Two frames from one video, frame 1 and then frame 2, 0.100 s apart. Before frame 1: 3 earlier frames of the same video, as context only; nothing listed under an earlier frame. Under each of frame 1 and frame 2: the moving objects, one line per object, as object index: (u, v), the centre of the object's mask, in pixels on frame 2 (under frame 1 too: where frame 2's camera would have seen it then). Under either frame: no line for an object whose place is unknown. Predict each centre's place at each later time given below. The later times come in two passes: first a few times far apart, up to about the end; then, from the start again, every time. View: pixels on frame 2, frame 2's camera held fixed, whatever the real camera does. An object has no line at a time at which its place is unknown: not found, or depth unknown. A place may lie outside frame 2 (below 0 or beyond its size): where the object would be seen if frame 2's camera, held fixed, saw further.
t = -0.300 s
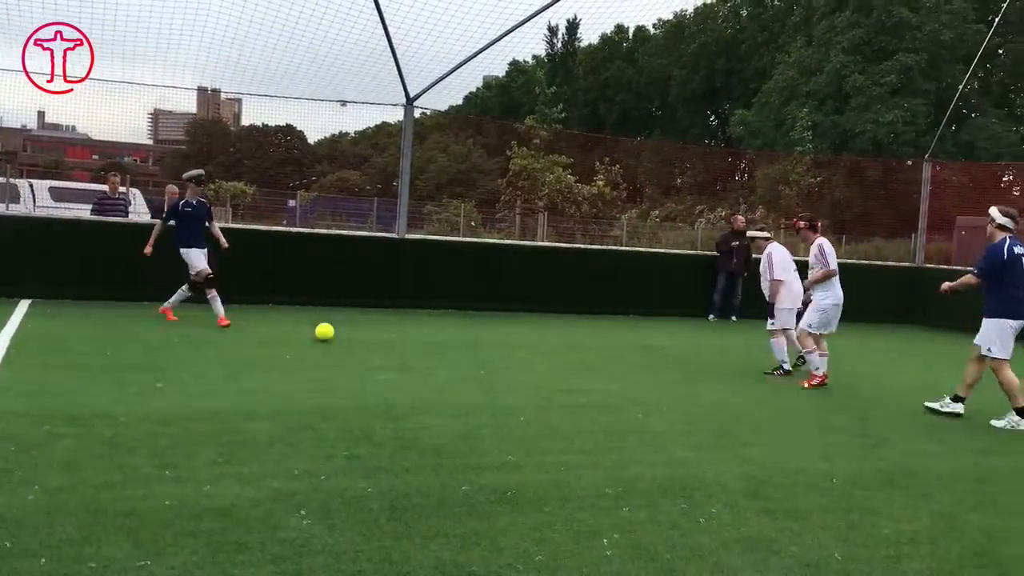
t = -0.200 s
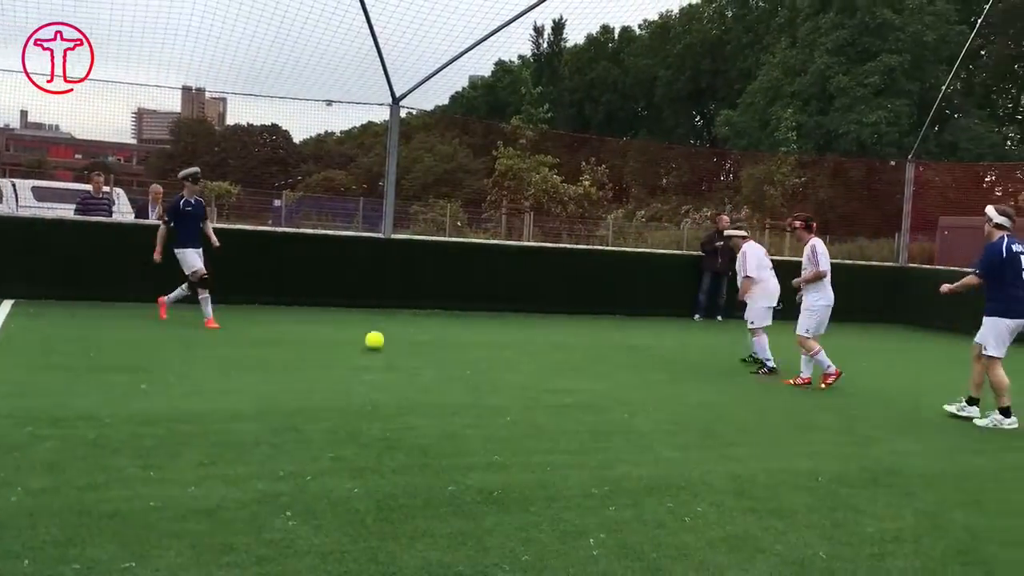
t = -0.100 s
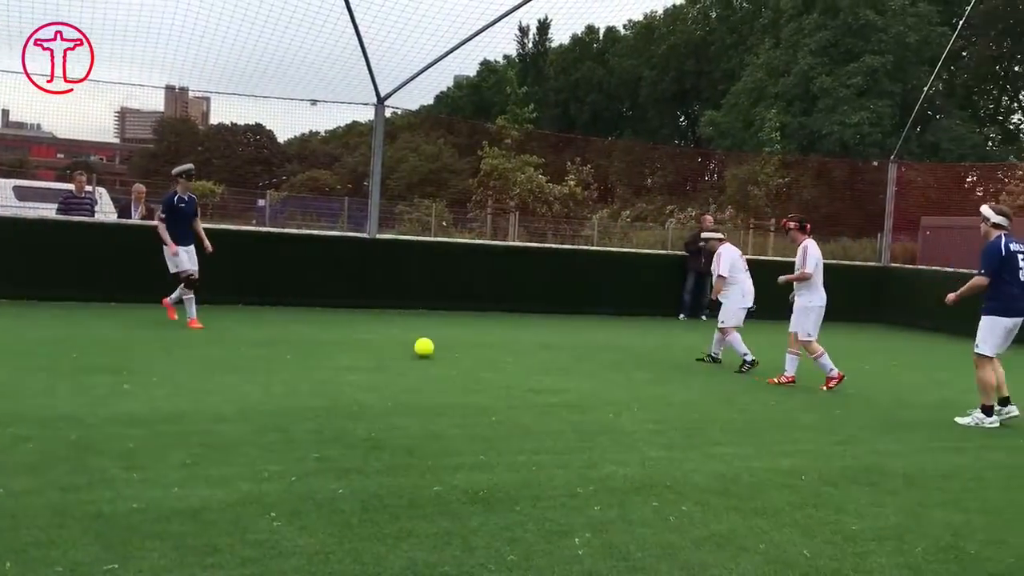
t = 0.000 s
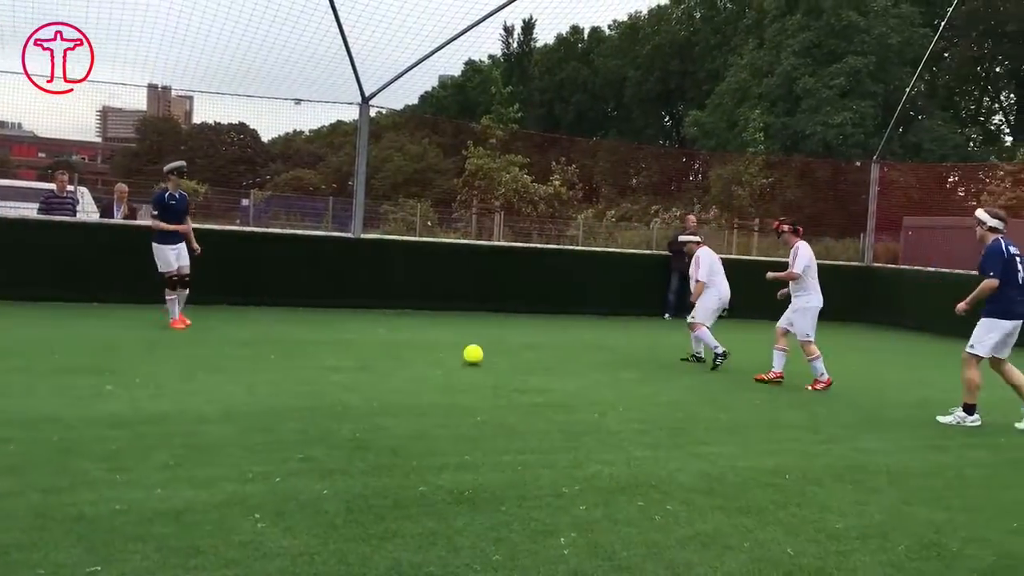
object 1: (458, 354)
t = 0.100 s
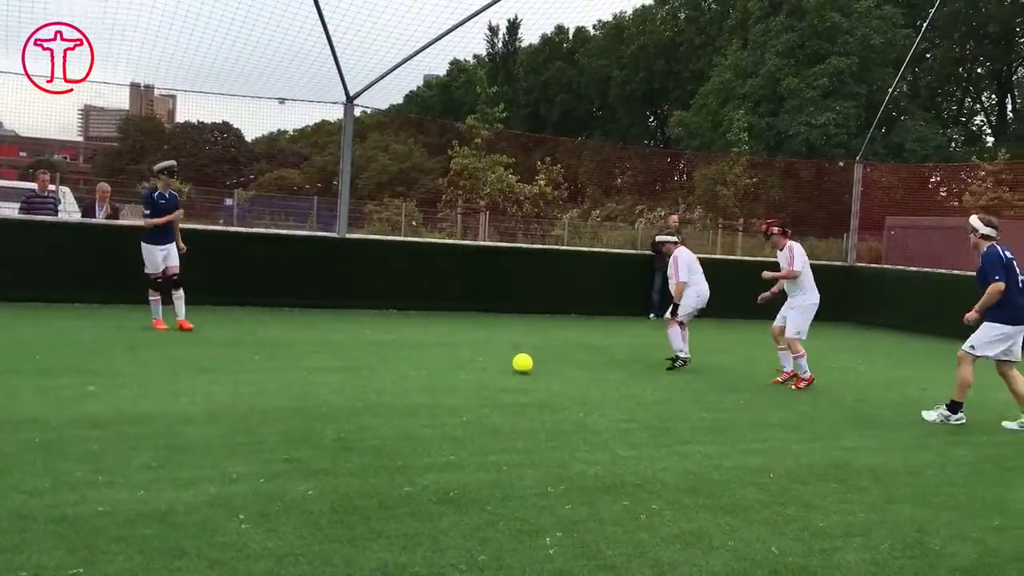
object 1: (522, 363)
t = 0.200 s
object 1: (584, 368)
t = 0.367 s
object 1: (682, 380)
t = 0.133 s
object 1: (543, 364)
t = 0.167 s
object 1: (563, 365)
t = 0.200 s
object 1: (584, 368)
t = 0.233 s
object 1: (604, 372)
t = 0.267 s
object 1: (624, 375)
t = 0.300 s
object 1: (644, 376)
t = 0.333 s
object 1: (663, 377)
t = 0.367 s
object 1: (682, 380)
